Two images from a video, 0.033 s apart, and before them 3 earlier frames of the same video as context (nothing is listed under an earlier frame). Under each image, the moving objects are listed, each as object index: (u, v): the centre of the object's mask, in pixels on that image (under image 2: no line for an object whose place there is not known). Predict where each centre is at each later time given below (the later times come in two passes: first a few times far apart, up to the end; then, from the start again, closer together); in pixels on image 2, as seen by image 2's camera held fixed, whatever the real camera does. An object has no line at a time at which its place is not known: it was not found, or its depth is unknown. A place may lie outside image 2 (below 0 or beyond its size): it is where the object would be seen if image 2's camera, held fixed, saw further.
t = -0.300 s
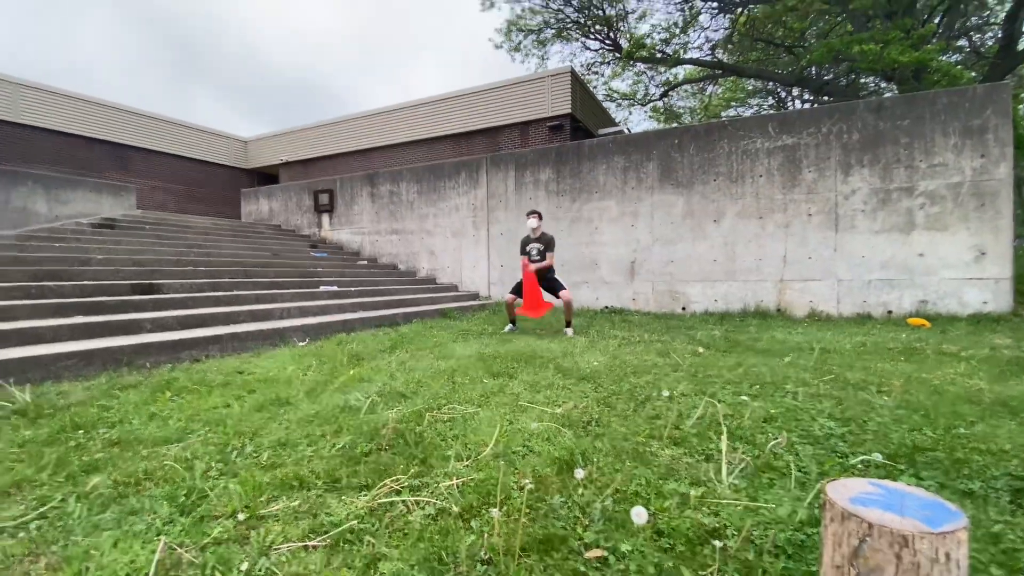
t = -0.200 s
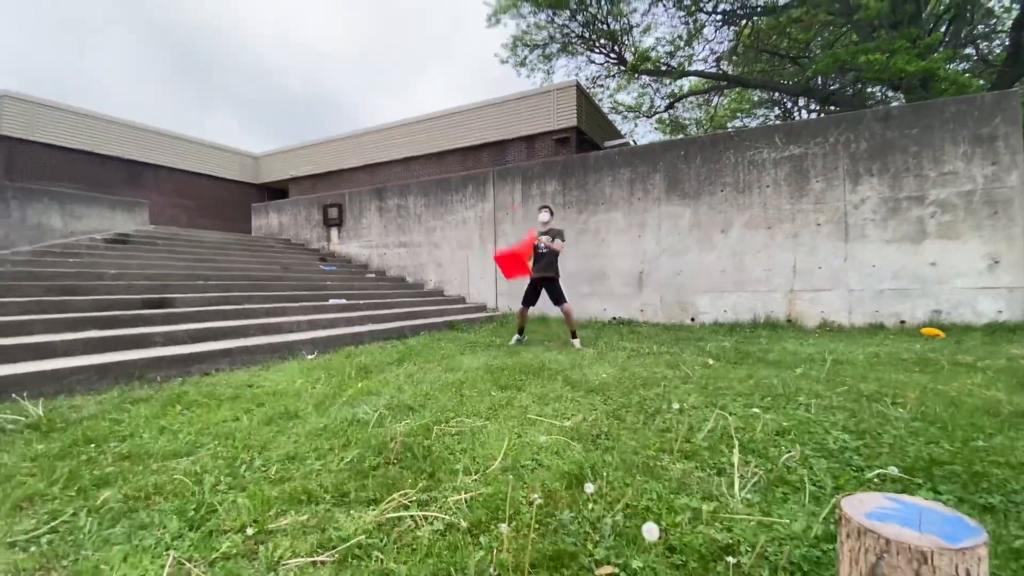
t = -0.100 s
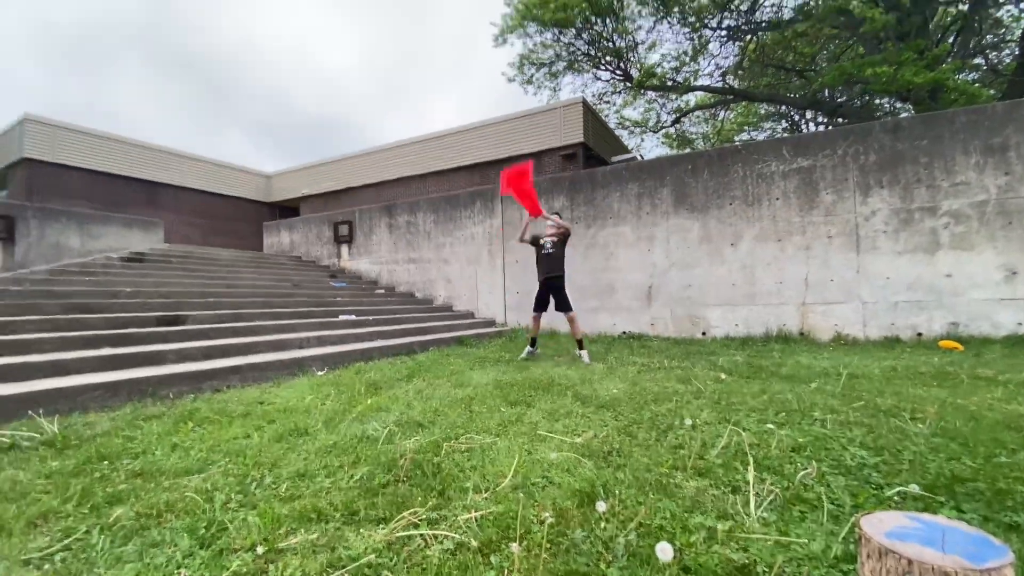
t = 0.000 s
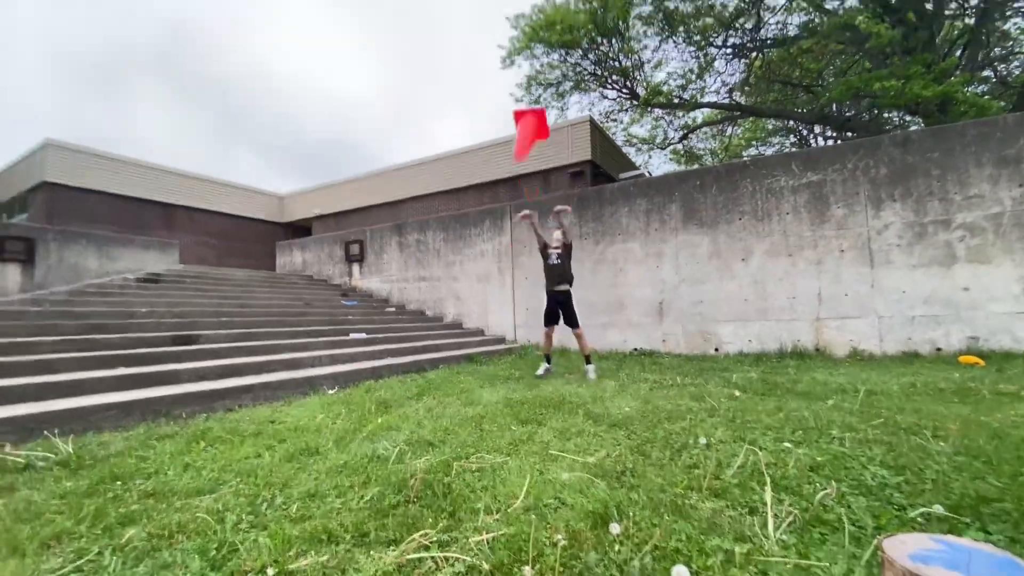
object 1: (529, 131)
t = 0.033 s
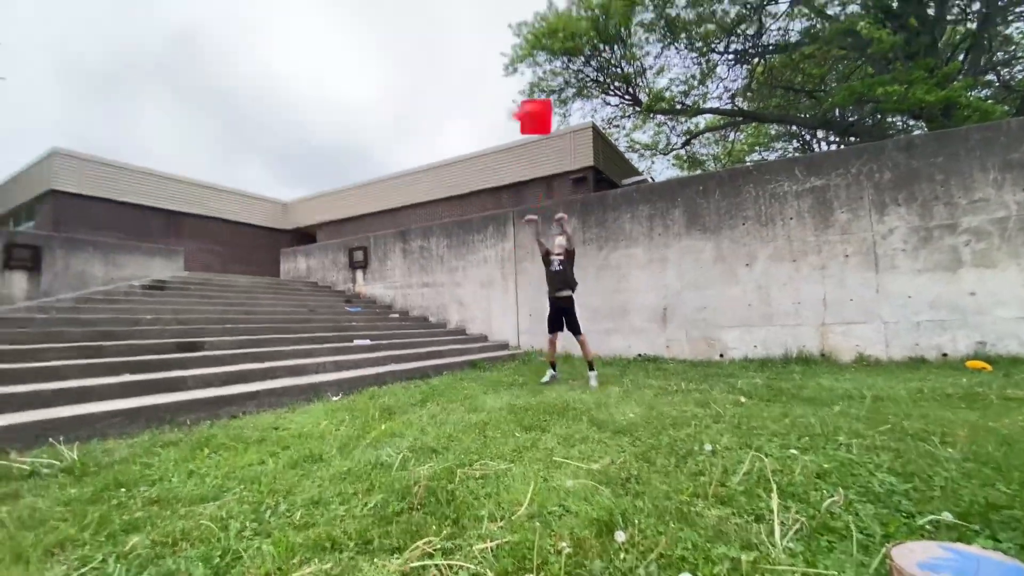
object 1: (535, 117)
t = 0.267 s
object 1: (525, -10)
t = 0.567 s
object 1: (513, -109)
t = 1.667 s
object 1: (535, 333)
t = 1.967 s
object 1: (494, 375)
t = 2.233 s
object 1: (477, 433)
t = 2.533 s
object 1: (469, 438)
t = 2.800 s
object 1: (470, 448)
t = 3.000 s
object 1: (468, 447)
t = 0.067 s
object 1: (530, 95)
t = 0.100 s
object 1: (526, 68)
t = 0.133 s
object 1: (527, 51)
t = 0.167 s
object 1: (526, 41)
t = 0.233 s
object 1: (522, 0)
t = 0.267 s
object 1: (525, -10)
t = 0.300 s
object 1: (524, -21)
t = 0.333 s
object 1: (521, -43)
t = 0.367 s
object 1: (521, -61)
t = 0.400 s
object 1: (523, -67)
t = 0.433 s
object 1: (519, -80)
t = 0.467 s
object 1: (515, -99)
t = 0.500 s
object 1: (515, -110)
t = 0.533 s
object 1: (517, -108)
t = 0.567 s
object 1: (513, -109)
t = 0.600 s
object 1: (510, -125)
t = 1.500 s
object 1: (527, 163)
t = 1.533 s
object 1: (524, 194)
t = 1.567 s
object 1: (524, 224)
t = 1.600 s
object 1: (526, 254)
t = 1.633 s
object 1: (530, 291)
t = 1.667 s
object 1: (535, 333)
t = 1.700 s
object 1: (539, 380)
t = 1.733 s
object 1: (535, 381)
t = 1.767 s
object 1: (531, 375)
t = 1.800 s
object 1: (525, 369)
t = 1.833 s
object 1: (519, 364)
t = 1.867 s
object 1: (512, 363)
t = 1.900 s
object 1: (506, 363)
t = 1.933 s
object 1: (500, 368)
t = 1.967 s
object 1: (494, 375)
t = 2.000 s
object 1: (488, 386)
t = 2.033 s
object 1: (483, 399)
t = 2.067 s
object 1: (479, 414)
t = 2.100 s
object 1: (476, 430)
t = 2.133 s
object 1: (473, 438)
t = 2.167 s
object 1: (474, 436)
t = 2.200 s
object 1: (476, 434)
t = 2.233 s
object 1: (477, 433)
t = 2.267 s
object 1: (478, 432)
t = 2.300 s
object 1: (478, 433)
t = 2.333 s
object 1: (477, 433)
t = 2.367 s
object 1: (476, 432)
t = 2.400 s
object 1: (475, 432)
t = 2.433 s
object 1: (473, 433)
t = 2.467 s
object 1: (471, 434)
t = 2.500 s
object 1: (470, 434)
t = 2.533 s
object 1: (469, 438)
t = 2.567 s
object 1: (468, 443)
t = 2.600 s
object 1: (468, 447)
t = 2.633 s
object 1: (469, 447)
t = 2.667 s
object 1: (470, 447)
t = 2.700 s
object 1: (470, 447)
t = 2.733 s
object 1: (470, 447)
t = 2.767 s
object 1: (470, 448)
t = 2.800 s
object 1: (470, 448)
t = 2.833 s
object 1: (469, 448)
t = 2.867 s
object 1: (469, 448)
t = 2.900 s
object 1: (468, 448)
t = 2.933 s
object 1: (468, 448)
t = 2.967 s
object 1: (468, 448)
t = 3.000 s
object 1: (468, 447)
